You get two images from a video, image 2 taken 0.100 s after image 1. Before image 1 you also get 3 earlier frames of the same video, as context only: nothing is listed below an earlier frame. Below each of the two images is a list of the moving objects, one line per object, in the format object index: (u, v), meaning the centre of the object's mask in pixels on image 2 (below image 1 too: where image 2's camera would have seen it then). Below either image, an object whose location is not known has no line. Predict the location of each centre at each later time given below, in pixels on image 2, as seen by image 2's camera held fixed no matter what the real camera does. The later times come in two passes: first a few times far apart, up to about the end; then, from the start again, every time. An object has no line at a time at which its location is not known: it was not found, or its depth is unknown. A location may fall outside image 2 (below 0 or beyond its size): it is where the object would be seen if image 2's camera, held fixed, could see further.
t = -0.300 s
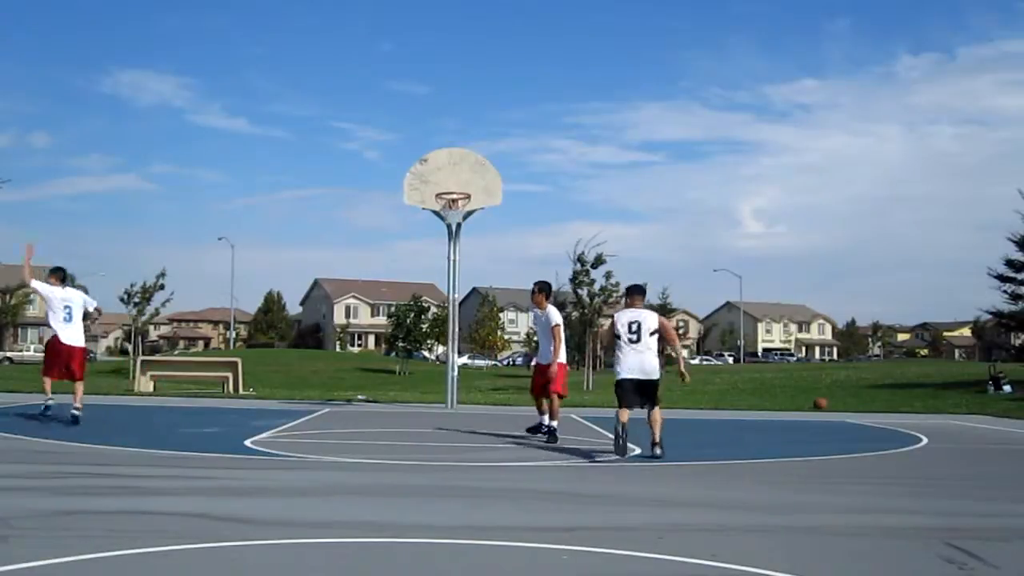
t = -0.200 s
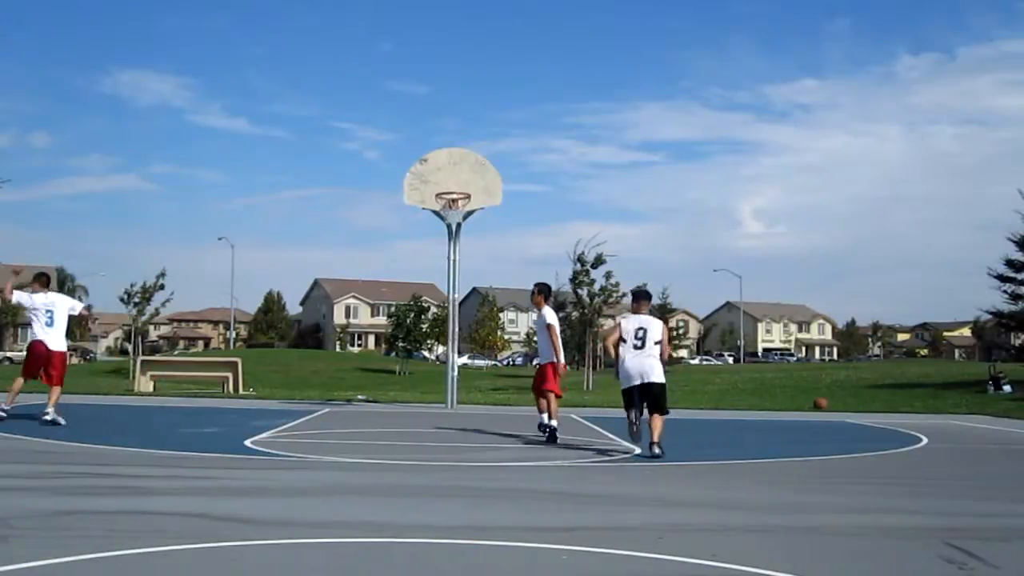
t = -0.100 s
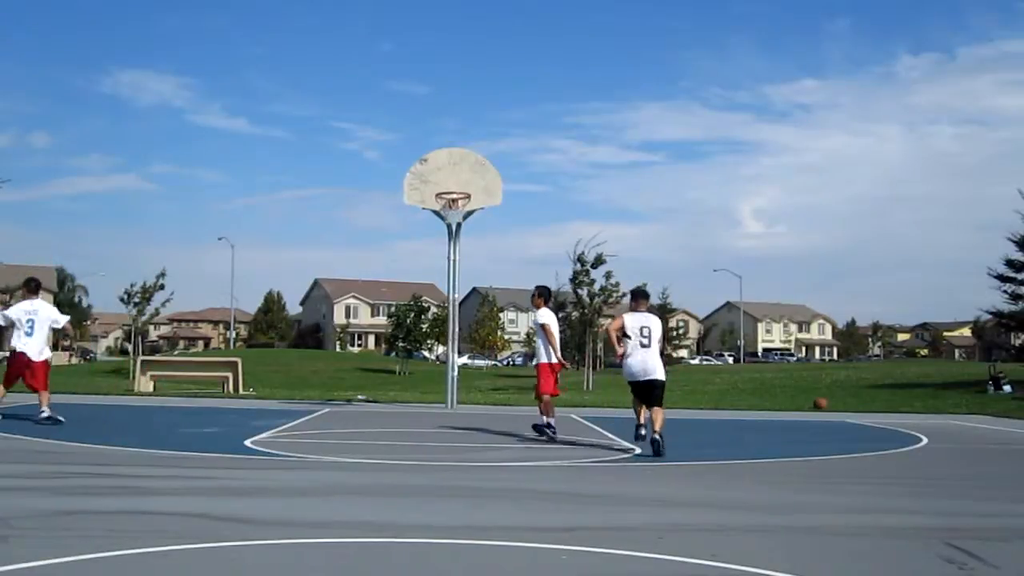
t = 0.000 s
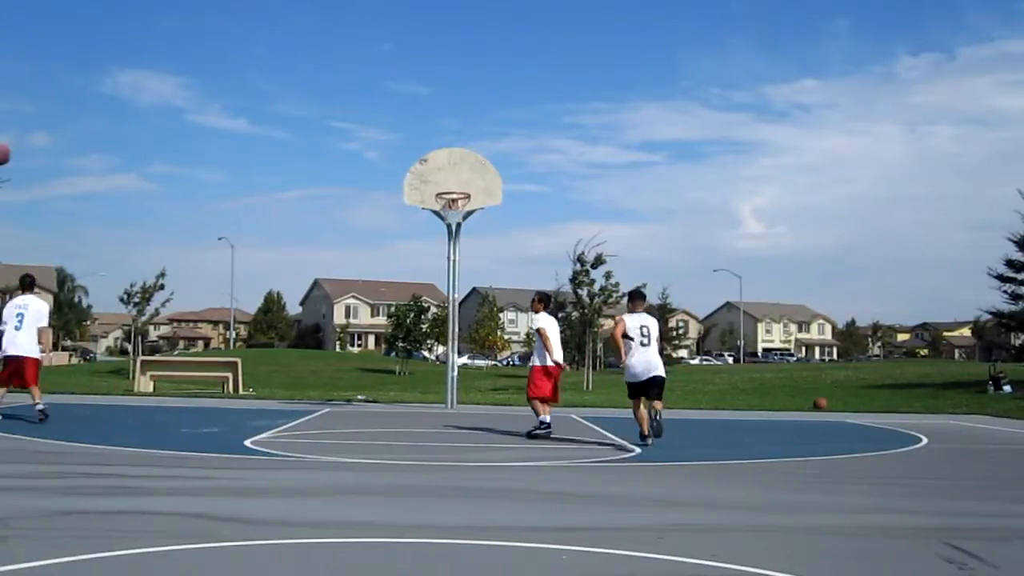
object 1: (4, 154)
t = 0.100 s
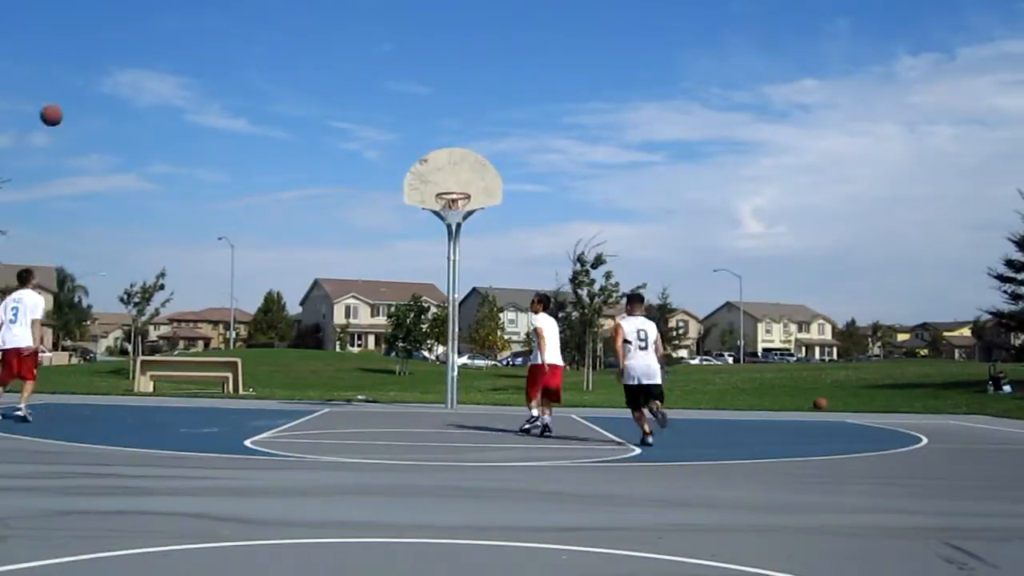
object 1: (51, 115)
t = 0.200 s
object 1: (101, 87)
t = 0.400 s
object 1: (191, 58)
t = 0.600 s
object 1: (273, 61)
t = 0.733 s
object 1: (323, 80)
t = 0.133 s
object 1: (67, 104)
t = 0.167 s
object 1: (84, 95)
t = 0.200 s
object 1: (101, 87)
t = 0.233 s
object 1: (116, 80)
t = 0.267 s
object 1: (132, 73)
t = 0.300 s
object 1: (147, 68)
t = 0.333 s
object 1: (162, 63)
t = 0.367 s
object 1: (177, 60)
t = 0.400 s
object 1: (191, 58)
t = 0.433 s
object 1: (205, 55)
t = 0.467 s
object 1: (220, 55)
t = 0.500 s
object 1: (233, 55)
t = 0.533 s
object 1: (246, 56)
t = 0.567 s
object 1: (260, 59)
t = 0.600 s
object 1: (273, 61)
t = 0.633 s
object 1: (286, 65)
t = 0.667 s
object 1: (299, 69)
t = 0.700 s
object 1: (311, 74)
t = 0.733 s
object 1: (323, 80)
